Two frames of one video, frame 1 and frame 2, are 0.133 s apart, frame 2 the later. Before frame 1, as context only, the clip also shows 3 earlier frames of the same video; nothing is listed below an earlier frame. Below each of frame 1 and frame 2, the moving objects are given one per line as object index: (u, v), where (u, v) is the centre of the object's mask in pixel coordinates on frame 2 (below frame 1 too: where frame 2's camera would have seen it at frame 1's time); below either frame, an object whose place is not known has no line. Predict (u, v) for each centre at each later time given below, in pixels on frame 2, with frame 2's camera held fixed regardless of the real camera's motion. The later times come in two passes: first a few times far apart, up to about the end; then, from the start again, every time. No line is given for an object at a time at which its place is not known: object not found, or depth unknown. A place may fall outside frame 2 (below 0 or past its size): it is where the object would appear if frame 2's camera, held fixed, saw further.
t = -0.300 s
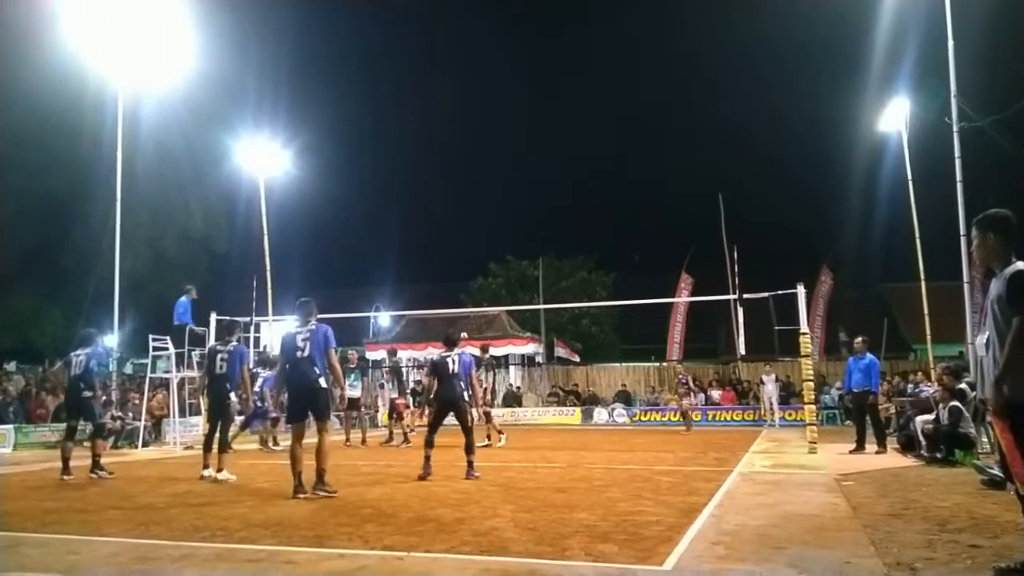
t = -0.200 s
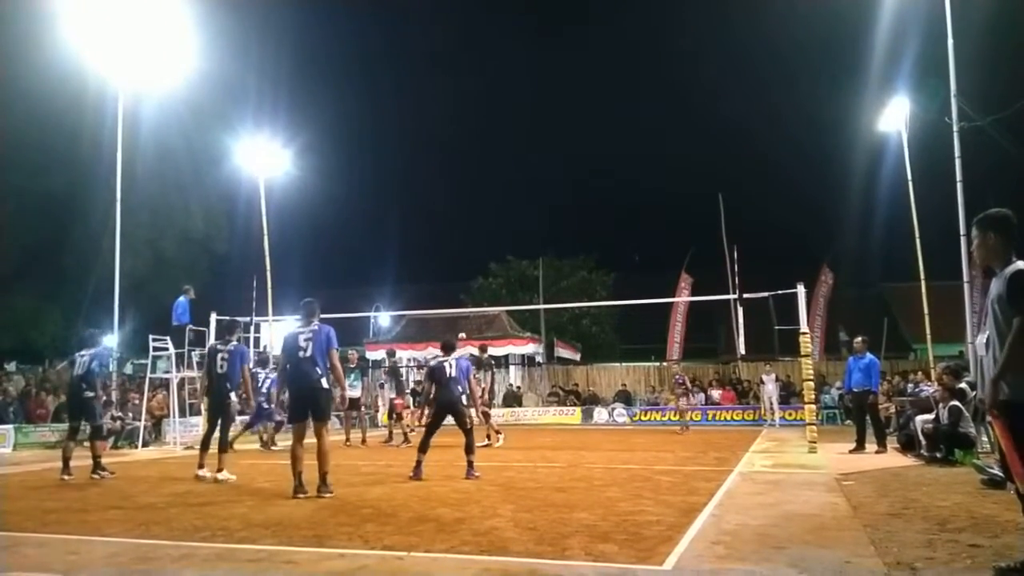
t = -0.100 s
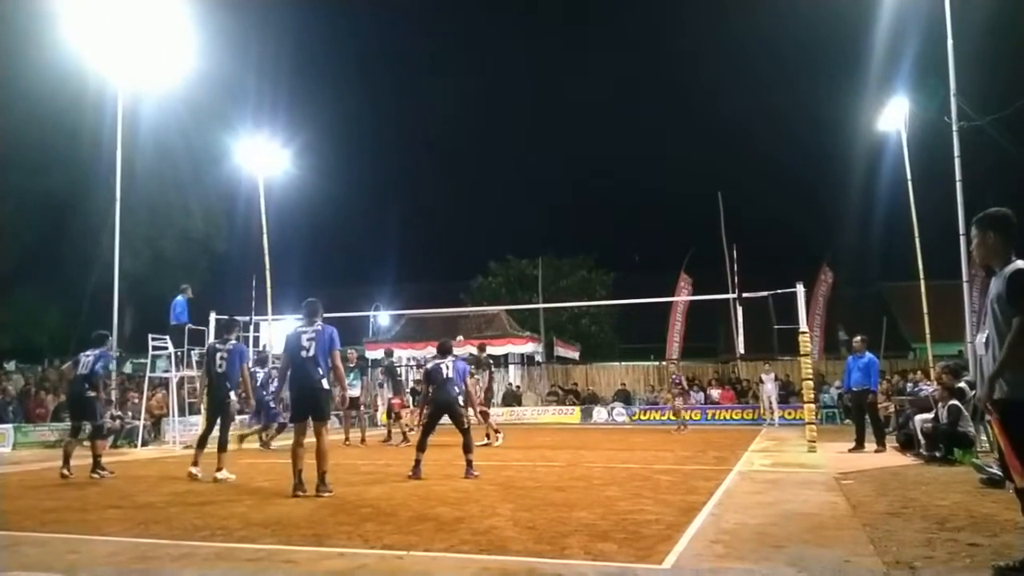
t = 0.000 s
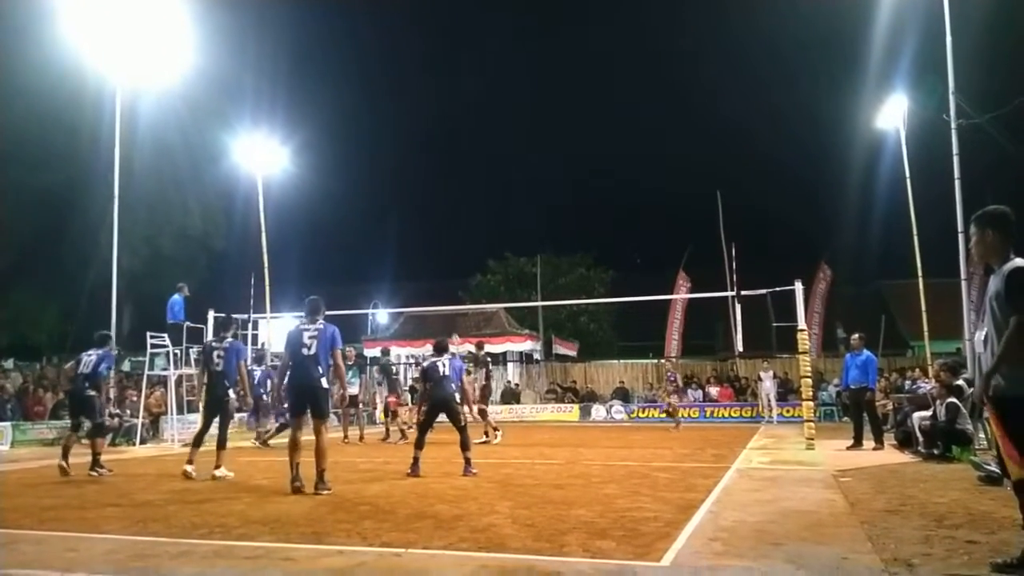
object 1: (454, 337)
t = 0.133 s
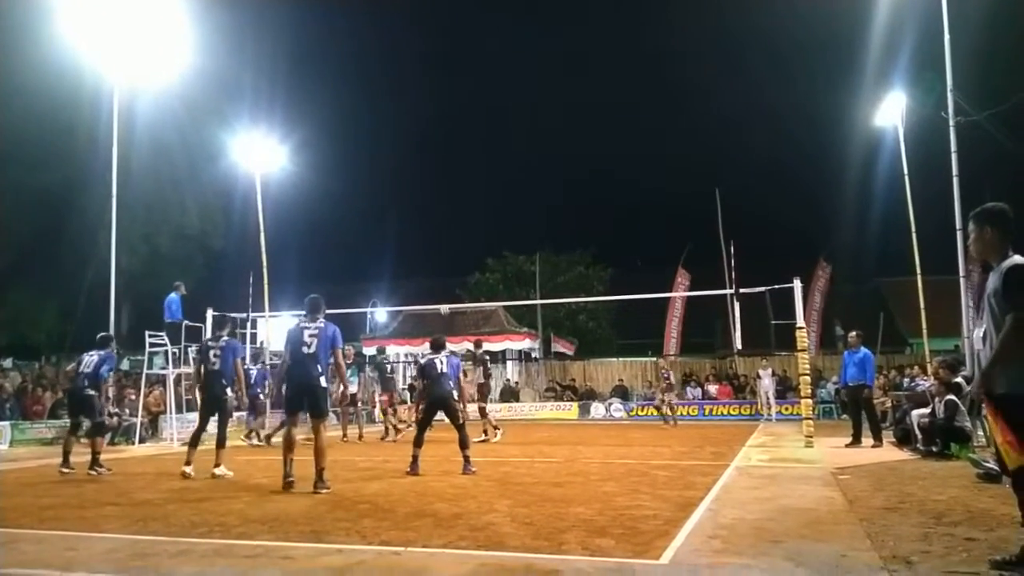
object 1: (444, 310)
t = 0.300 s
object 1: (429, 276)
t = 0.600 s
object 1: (401, 230)
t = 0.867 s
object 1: (365, 208)
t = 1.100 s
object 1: (318, 216)
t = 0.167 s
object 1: (441, 301)
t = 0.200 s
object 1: (438, 295)
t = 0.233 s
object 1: (435, 289)
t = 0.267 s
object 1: (432, 283)
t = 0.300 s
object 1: (429, 276)
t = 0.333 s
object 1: (427, 271)
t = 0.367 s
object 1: (424, 265)
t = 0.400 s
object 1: (420, 259)
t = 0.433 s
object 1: (417, 254)
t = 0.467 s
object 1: (414, 249)
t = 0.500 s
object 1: (411, 244)
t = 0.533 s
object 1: (408, 239)
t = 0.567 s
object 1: (405, 235)
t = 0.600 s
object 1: (401, 230)
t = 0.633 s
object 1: (397, 227)
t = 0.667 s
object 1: (393, 223)
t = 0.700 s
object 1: (388, 219)
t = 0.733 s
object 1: (384, 217)
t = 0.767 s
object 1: (380, 214)
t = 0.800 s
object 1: (375, 212)
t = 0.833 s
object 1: (370, 210)
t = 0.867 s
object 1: (365, 208)
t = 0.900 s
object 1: (359, 207)
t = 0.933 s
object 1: (353, 207)
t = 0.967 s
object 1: (347, 207)
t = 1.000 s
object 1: (340, 207)
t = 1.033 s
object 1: (333, 209)
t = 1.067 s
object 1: (326, 213)
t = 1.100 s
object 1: (318, 216)
